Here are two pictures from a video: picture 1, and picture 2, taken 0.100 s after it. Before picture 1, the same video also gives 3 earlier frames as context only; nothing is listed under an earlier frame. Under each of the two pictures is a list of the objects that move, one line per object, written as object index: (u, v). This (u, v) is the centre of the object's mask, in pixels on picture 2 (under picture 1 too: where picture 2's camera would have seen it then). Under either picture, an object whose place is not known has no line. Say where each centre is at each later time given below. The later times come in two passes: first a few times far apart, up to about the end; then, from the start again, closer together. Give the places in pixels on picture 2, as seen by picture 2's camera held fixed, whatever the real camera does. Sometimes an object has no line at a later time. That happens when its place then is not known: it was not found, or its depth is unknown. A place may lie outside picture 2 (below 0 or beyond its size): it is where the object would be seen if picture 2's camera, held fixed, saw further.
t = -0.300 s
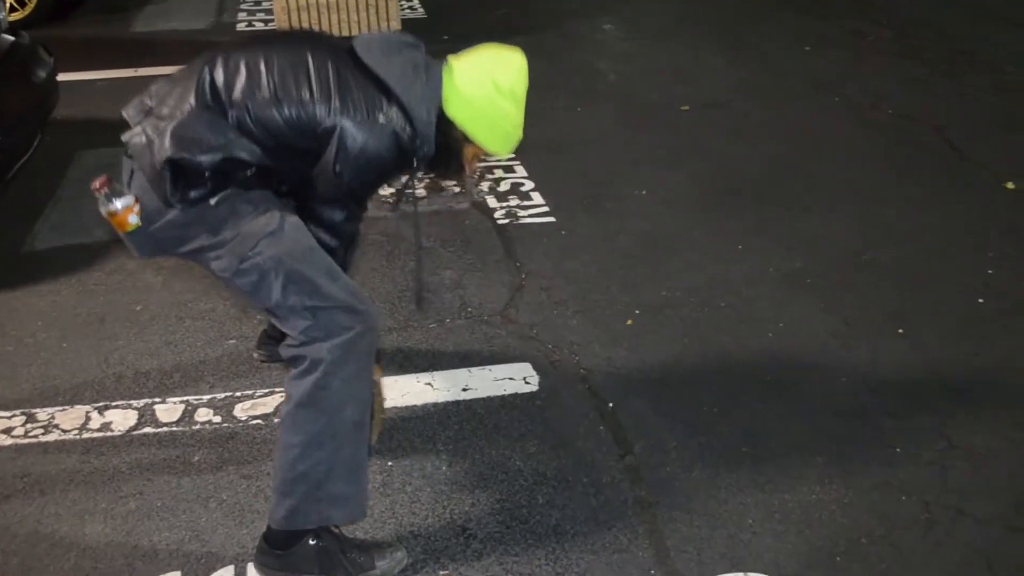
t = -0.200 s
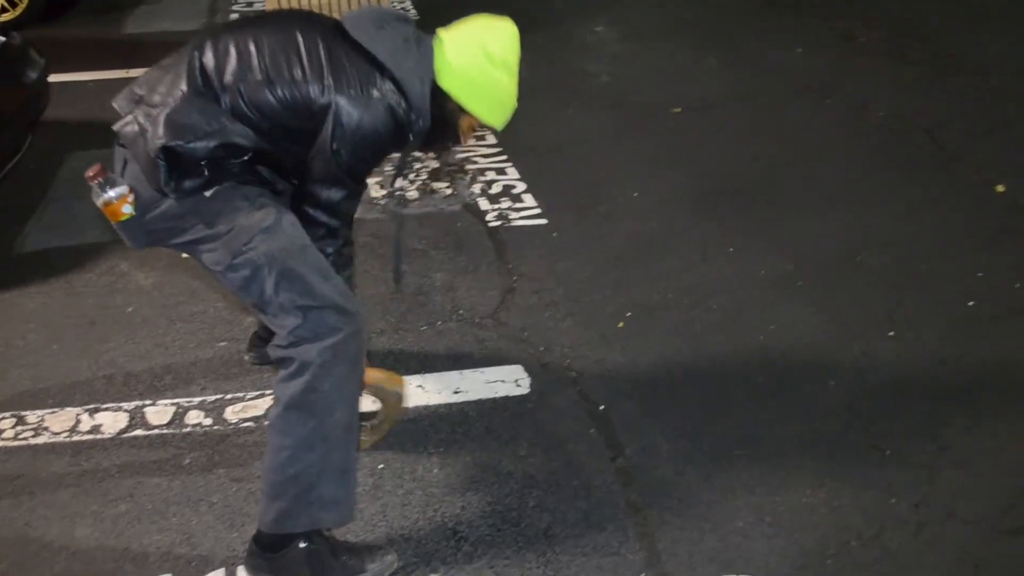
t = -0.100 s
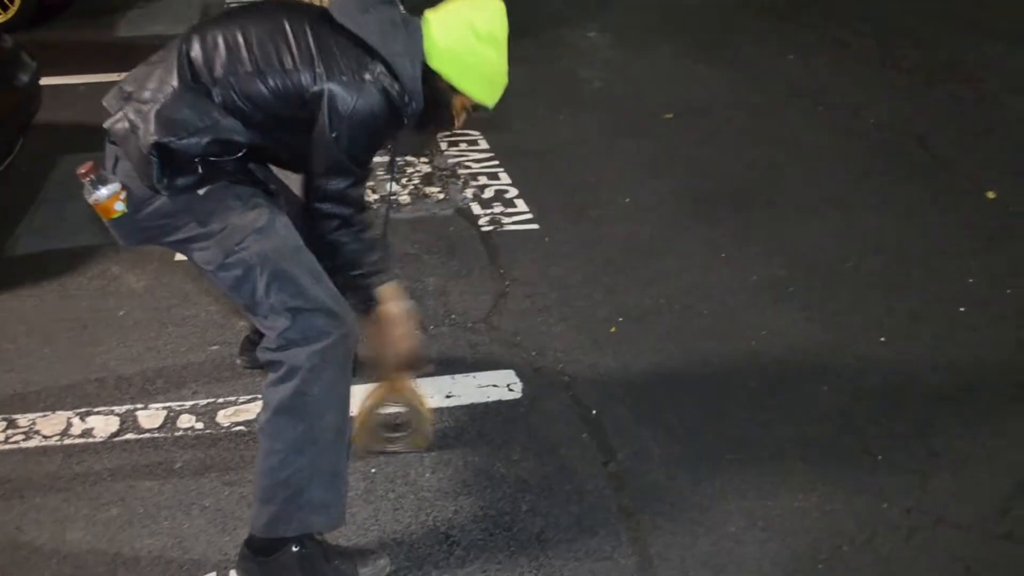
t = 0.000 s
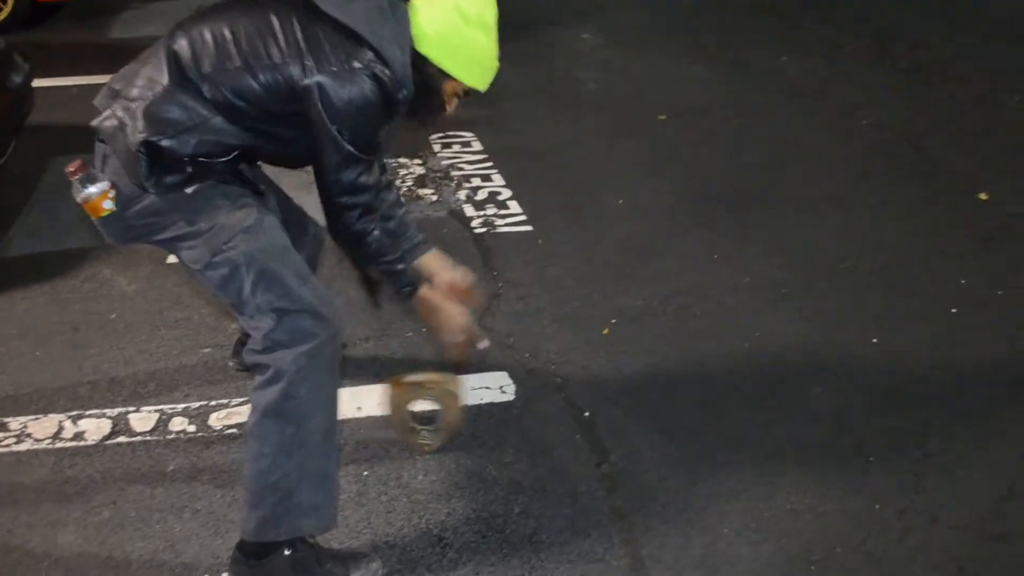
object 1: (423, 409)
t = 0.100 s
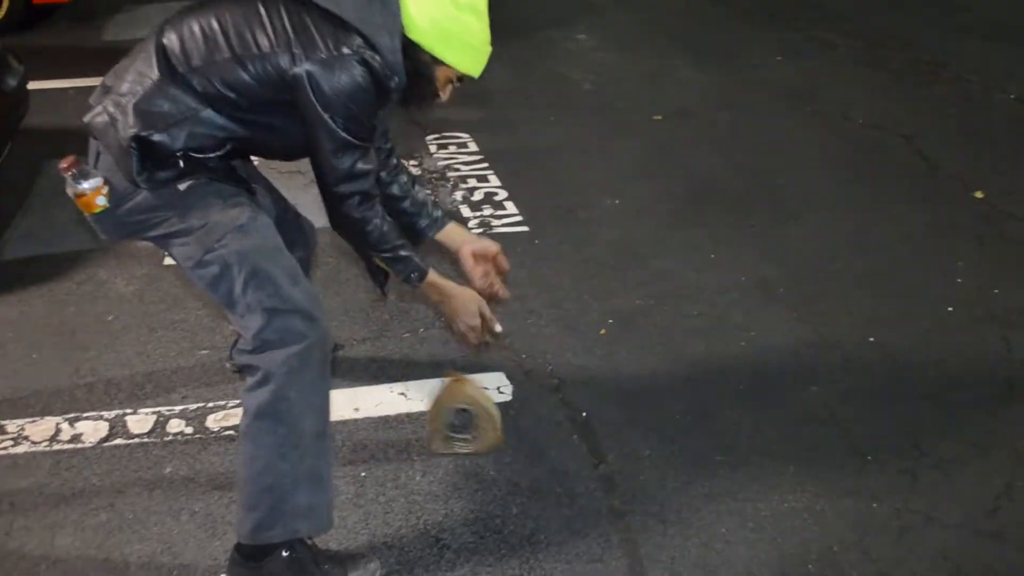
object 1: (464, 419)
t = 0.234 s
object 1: (515, 406)
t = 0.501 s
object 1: (612, 411)
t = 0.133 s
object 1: (472, 416)
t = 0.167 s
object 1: (487, 409)
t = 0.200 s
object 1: (500, 405)
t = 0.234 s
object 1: (515, 406)
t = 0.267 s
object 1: (526, 409)
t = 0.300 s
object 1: (538, 414)
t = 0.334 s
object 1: (548, 414)
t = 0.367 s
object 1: (560, 409)
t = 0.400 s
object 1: (574, 404)
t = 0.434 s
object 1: (588, 403)
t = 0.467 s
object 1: (601, 405)
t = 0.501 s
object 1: (612, 411)
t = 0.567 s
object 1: (636, 411)
